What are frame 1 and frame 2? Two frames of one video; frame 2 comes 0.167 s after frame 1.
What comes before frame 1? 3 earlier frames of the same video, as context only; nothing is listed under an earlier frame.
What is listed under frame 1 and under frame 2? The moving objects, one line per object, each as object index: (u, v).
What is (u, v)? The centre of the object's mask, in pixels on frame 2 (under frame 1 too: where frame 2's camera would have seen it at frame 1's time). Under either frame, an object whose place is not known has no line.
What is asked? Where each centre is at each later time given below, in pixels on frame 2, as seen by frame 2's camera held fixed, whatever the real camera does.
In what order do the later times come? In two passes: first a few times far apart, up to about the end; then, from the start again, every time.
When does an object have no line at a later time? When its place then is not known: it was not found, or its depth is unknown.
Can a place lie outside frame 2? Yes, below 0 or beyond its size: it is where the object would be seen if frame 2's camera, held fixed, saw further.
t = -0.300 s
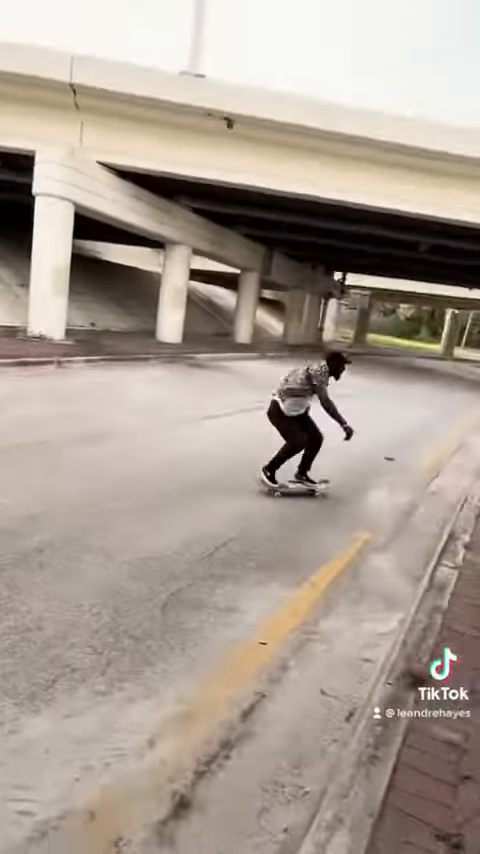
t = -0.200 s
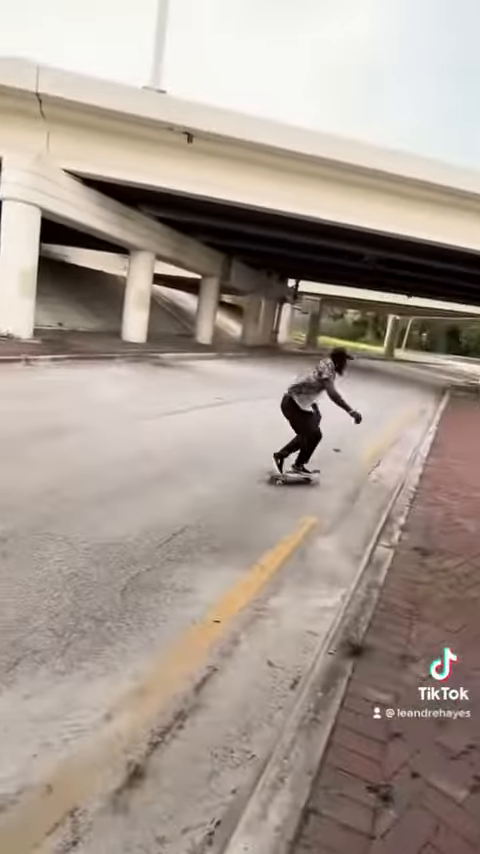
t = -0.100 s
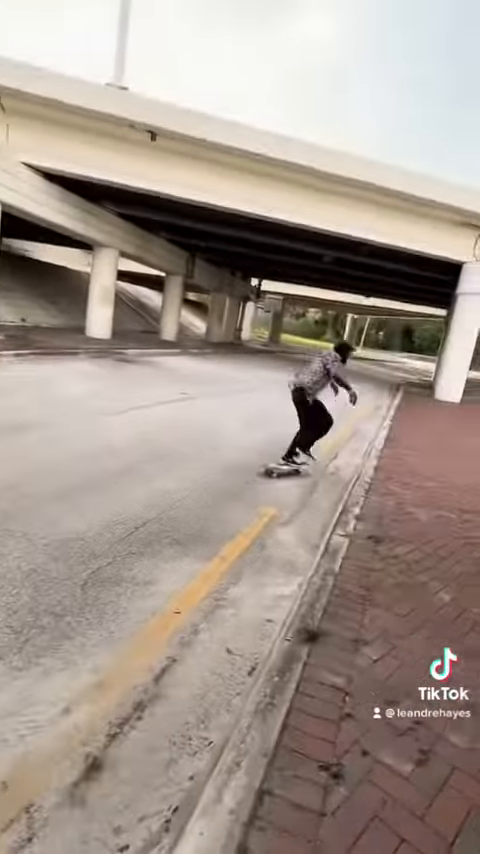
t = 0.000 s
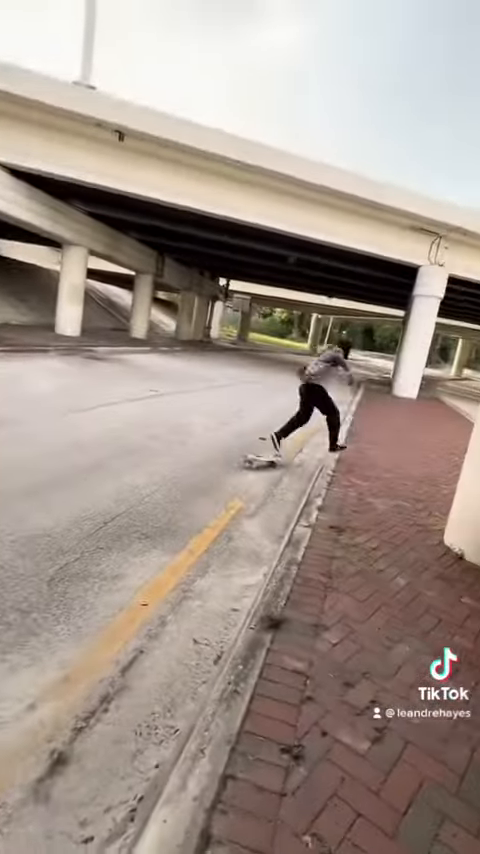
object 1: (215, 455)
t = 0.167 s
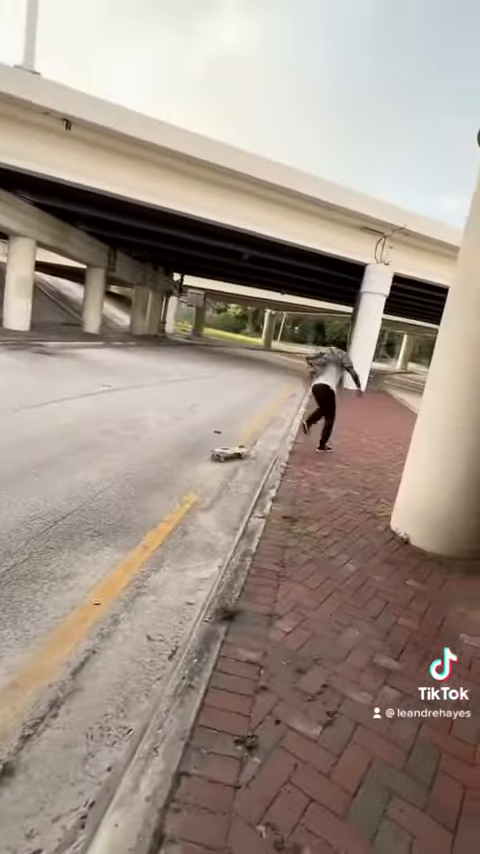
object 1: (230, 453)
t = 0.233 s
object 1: (233, 452)
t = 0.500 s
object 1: (246, 450)
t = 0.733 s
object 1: (253, 449)
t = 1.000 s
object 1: (263, 447)
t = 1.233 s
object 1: (266, 446)
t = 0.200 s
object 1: (232, 453)
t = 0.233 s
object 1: (233, 452)
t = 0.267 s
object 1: (235, 452)
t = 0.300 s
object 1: (236, 451)
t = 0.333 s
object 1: (238, 452)
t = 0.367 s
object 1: (240, 451)
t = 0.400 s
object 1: (241, 450)
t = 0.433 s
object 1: (243, 450)
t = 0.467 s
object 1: (245, 450)
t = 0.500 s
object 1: (246, 450)
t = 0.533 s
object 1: (247, 449)
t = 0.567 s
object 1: (248, 449)
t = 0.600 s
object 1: (250, 449)
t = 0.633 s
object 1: (250, 449)
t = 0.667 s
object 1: (251, 449)
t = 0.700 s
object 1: (252, 449)
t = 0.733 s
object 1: (253, 449)
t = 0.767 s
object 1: (254, 448)
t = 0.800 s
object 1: (255, 448)
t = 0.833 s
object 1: (256, 448)
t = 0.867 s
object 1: (257, 448)
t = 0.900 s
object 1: (260, 448)
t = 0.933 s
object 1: (261, 448)
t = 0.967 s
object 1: (262, 448)
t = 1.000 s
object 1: (263, 447)
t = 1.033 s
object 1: (264, 447)
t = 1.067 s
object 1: (264, 447)
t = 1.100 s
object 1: (265, 447)
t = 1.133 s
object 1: (265, 447)
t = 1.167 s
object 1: (265, 446)
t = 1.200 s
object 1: (265, 447)
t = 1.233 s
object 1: (266, 446)
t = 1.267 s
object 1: (266, 446)
